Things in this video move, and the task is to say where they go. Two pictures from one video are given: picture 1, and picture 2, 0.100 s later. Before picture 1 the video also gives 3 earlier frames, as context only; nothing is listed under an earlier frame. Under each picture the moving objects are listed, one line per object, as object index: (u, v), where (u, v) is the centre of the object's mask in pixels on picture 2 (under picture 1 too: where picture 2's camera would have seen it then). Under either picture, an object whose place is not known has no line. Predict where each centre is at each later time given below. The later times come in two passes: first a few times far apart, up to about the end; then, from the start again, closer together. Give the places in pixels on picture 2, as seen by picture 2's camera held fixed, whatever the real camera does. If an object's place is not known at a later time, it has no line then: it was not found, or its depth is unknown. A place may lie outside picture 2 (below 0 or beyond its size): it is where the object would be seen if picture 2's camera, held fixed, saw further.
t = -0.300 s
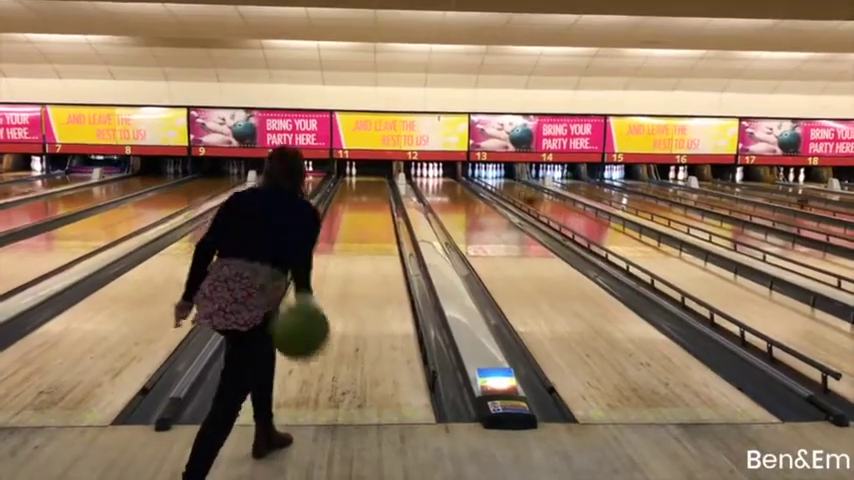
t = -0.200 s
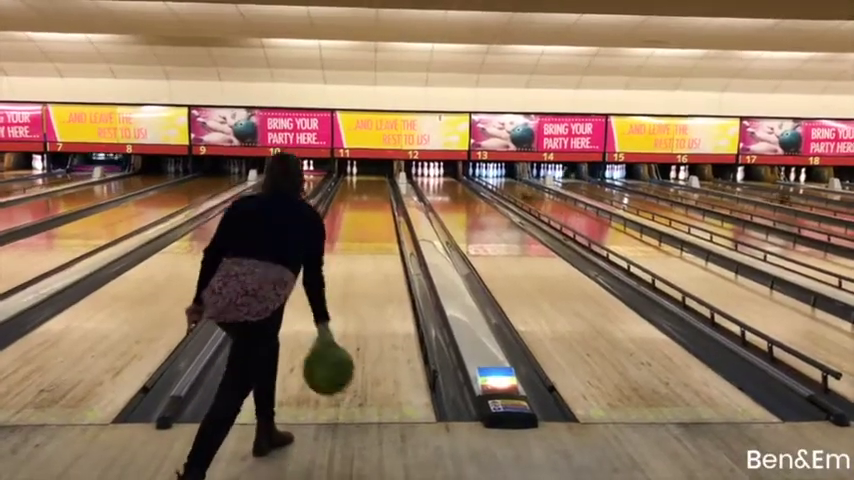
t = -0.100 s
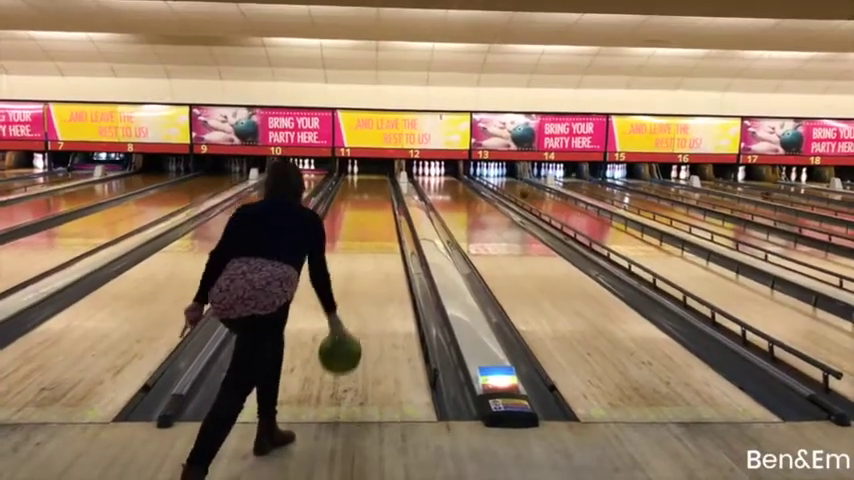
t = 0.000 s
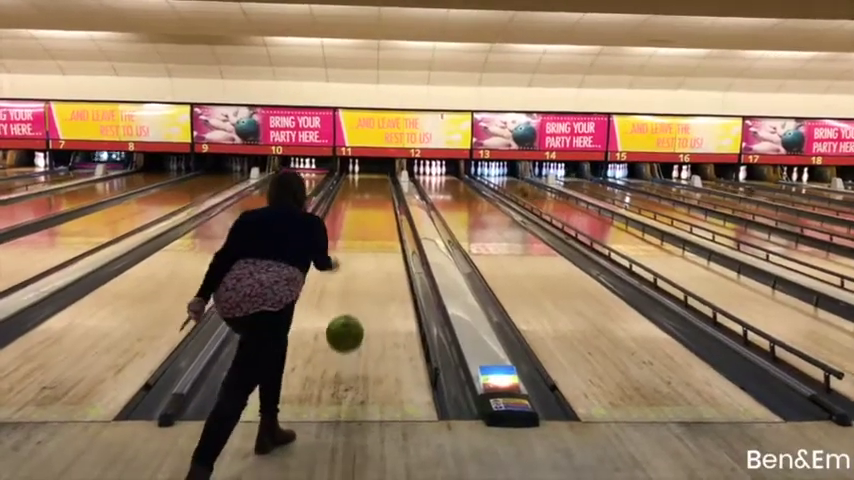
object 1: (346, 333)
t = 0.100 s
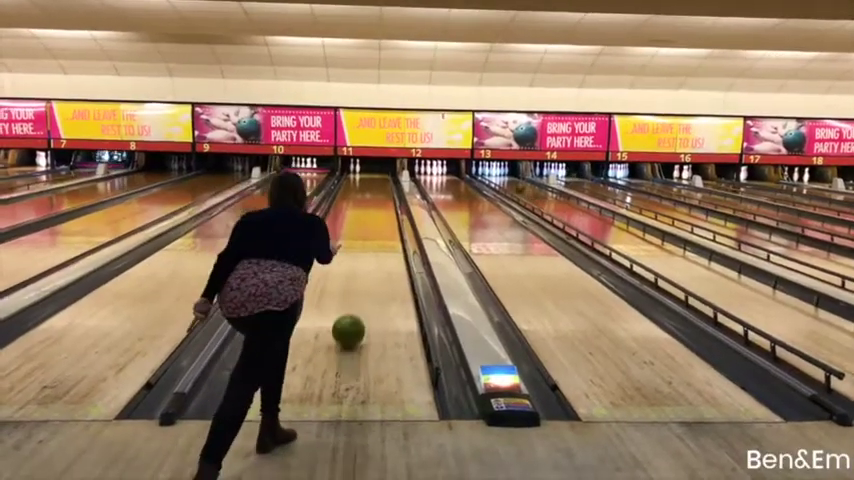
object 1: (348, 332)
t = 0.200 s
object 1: (350, 310)
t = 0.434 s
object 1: (354, 274)
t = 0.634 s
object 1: (356, 253)
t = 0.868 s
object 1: (358, 236)
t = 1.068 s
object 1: (358, 225)
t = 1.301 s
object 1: (358, 215)
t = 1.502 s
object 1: (358, 208)
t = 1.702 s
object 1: (358, 203)
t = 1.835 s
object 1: (358, 201)
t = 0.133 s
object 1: (349, 322)
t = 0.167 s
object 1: (349, 315)
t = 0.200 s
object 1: (350, 310)
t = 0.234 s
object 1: (351, 304)
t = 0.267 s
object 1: (351, 298)
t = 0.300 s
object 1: (352, 292)
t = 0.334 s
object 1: (352, 287)
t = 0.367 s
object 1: (353, 283)
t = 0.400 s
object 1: (353, 278)
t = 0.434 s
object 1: (354, 274)
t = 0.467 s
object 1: (354, 270)
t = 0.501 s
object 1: (355, 266)
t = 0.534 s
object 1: (355, 263)
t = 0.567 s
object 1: (355, 260)
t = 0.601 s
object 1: (356, 256)
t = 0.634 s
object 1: (356, 253)
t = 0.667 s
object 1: (356, 251)
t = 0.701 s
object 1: (356, 248)
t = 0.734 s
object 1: (357, 246)
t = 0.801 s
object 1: (356, 243)
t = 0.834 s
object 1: (357, 239)
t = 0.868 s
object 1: (358, 236)
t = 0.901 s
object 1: (358, 234)
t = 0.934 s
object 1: (358, 232)
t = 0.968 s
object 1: (358, 231)
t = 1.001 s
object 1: (358, 229)
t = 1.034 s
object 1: (358, 227)
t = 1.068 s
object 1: (358, 225)
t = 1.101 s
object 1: (358, 224)
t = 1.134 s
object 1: (358, 222)
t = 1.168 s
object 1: (358, 220)
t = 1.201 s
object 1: (358, 219)
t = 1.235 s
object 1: (358, 217)
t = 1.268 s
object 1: (358, 216)
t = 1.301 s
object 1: (358, 215)
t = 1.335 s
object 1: (358, 212)
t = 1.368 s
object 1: (358, 212)
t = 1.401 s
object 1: (358, 210)
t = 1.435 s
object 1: (358, 210)
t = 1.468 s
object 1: (358, 209)
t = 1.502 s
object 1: (358, 208)
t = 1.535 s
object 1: (358, 208)
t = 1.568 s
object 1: (358, 207)
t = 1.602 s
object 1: (358, 206)
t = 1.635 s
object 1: (358, 204)
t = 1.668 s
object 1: (358, 204)
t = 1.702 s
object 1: (358, 203)
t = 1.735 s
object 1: (358, 203)
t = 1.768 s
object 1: (358, 201)
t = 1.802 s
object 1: (357, 201)
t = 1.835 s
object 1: (358, 201)
